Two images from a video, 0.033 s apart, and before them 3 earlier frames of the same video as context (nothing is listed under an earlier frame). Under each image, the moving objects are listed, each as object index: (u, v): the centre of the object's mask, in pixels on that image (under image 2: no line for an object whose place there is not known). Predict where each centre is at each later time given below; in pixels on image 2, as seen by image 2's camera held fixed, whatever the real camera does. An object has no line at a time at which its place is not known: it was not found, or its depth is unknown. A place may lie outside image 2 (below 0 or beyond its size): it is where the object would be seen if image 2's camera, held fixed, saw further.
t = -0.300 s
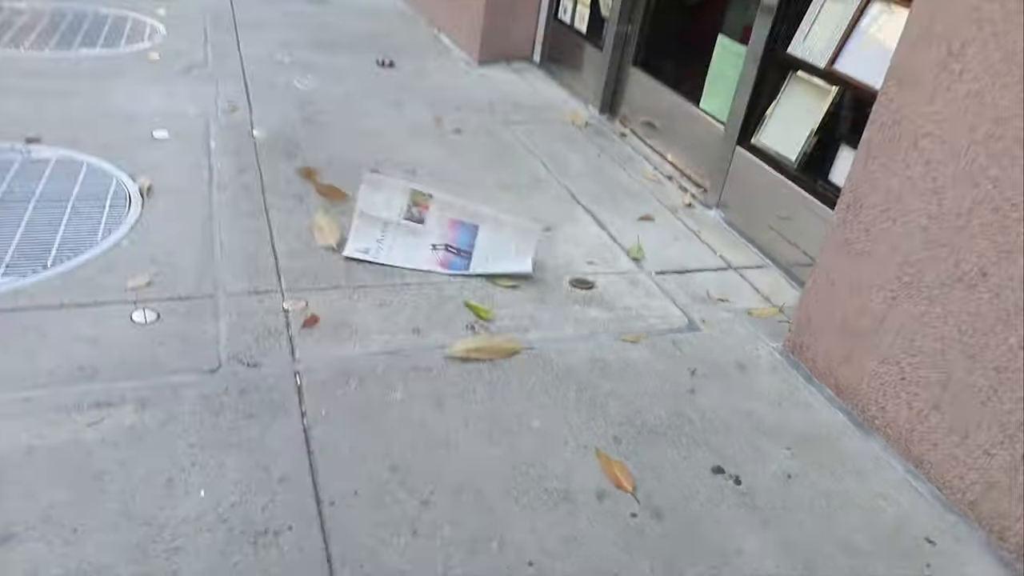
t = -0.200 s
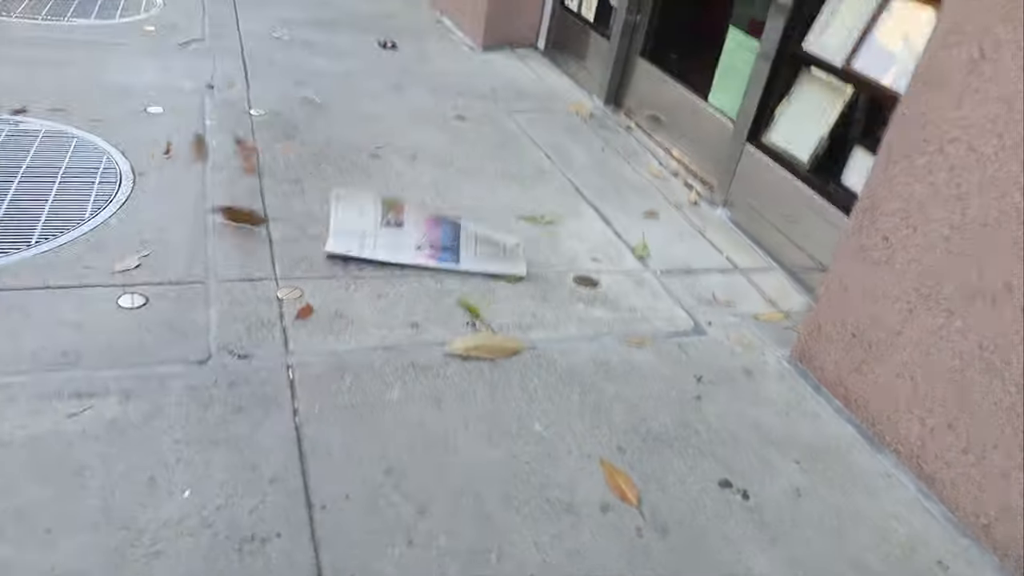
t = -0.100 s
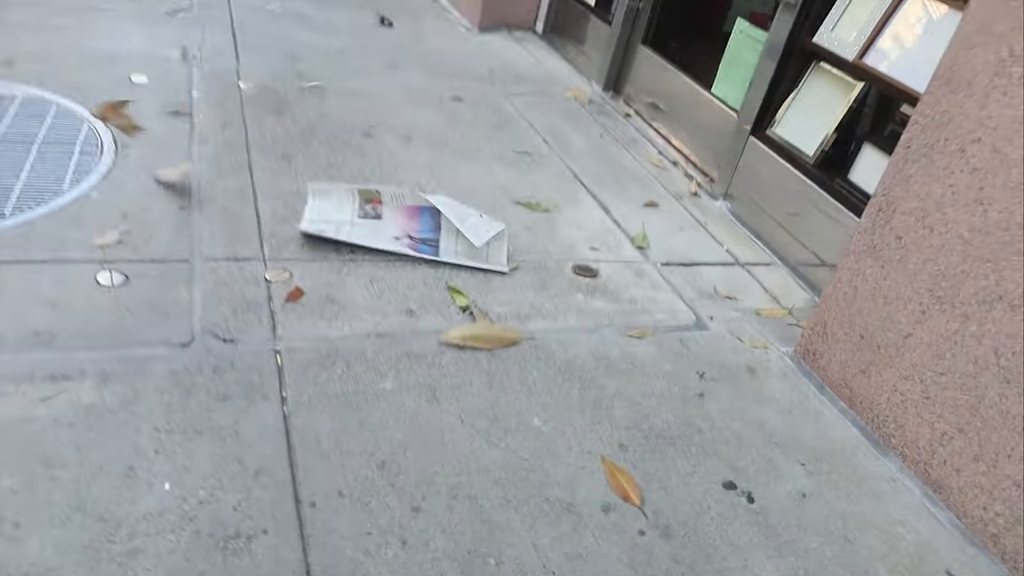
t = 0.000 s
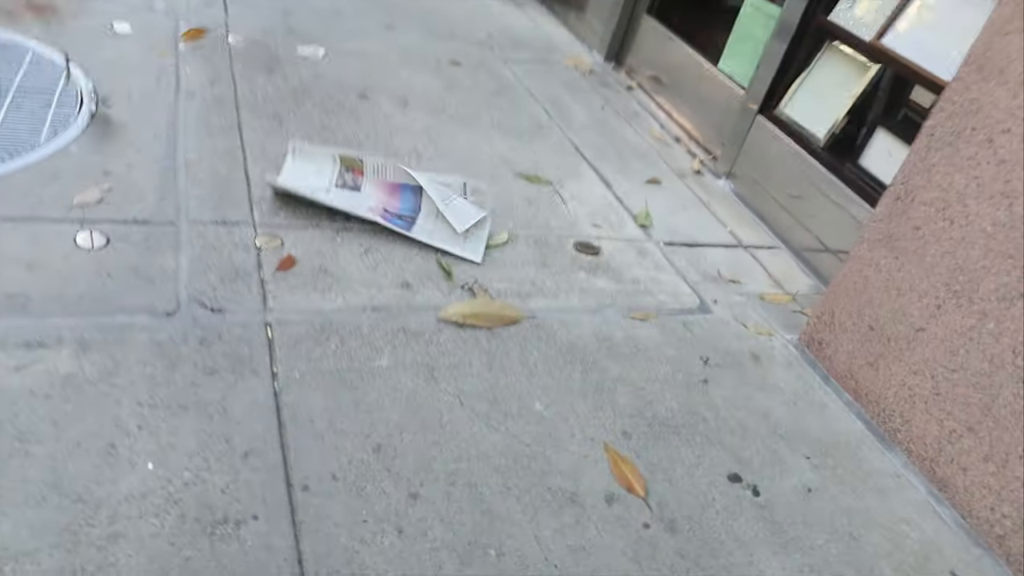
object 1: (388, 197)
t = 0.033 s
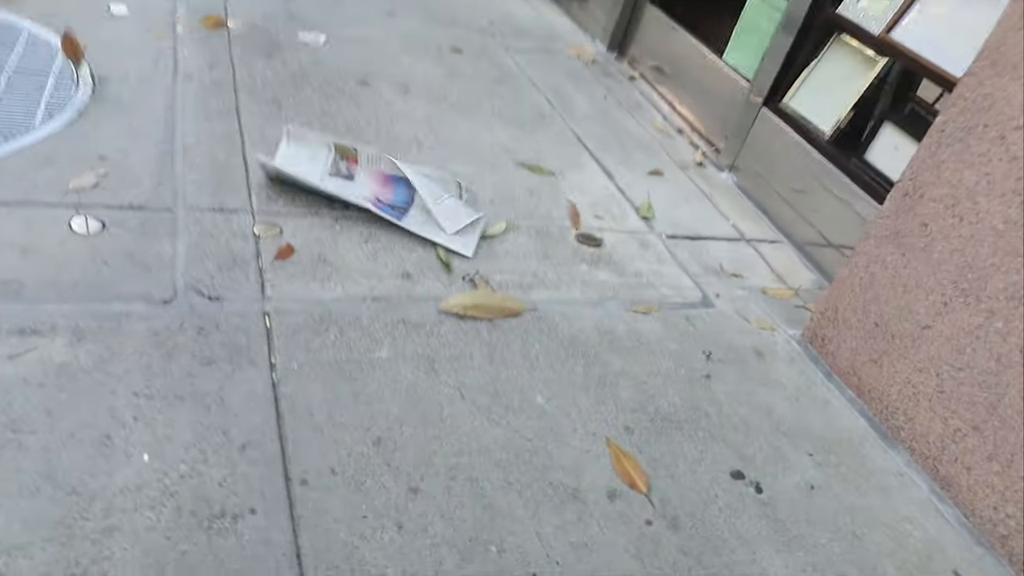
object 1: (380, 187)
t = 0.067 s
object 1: (368, 188)
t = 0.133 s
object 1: (351, 189)
